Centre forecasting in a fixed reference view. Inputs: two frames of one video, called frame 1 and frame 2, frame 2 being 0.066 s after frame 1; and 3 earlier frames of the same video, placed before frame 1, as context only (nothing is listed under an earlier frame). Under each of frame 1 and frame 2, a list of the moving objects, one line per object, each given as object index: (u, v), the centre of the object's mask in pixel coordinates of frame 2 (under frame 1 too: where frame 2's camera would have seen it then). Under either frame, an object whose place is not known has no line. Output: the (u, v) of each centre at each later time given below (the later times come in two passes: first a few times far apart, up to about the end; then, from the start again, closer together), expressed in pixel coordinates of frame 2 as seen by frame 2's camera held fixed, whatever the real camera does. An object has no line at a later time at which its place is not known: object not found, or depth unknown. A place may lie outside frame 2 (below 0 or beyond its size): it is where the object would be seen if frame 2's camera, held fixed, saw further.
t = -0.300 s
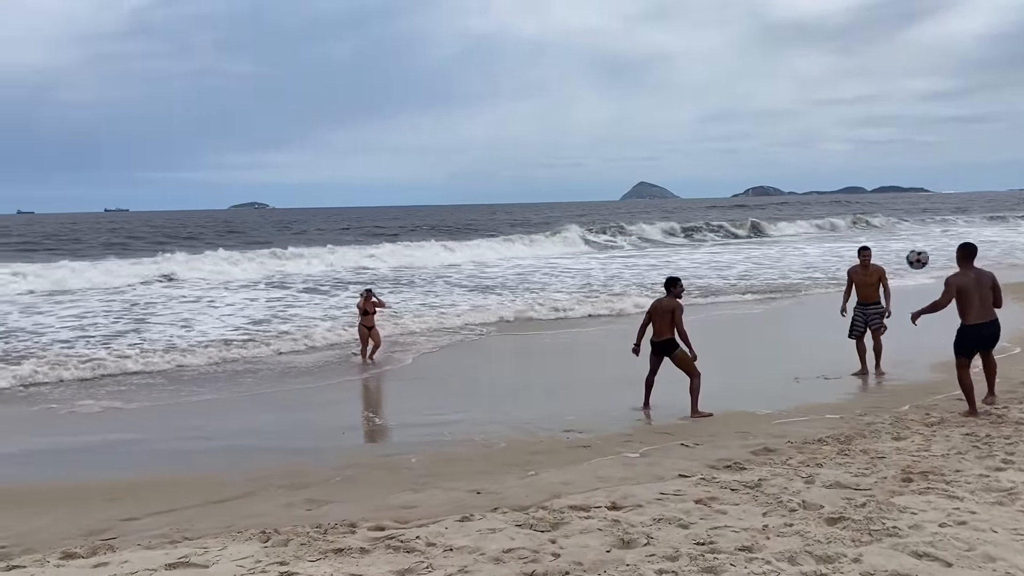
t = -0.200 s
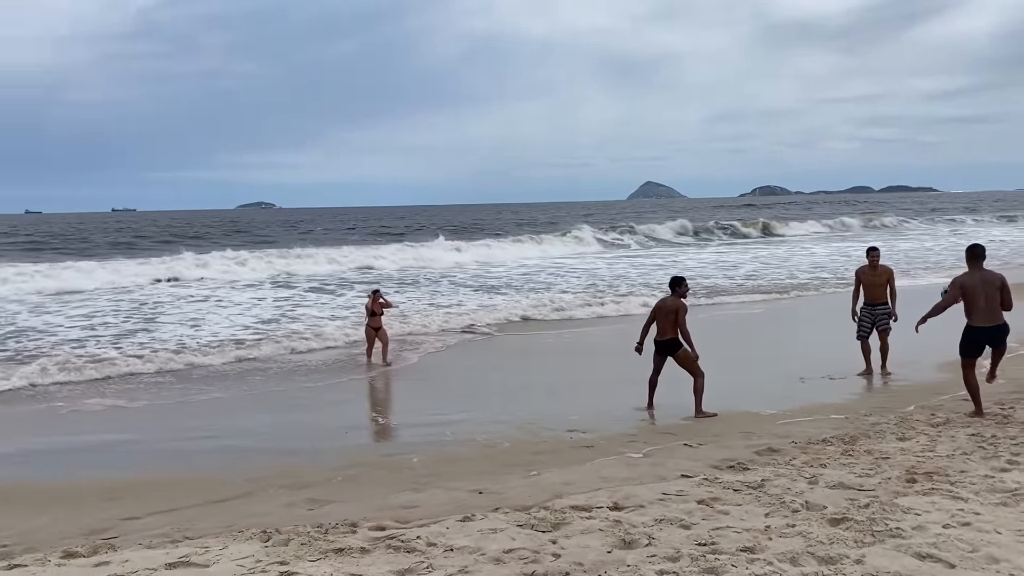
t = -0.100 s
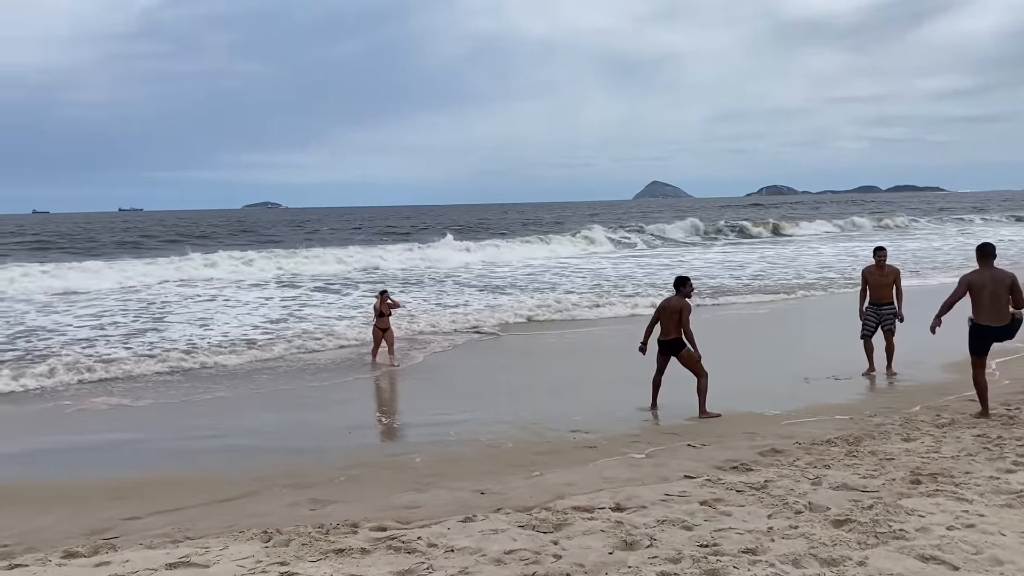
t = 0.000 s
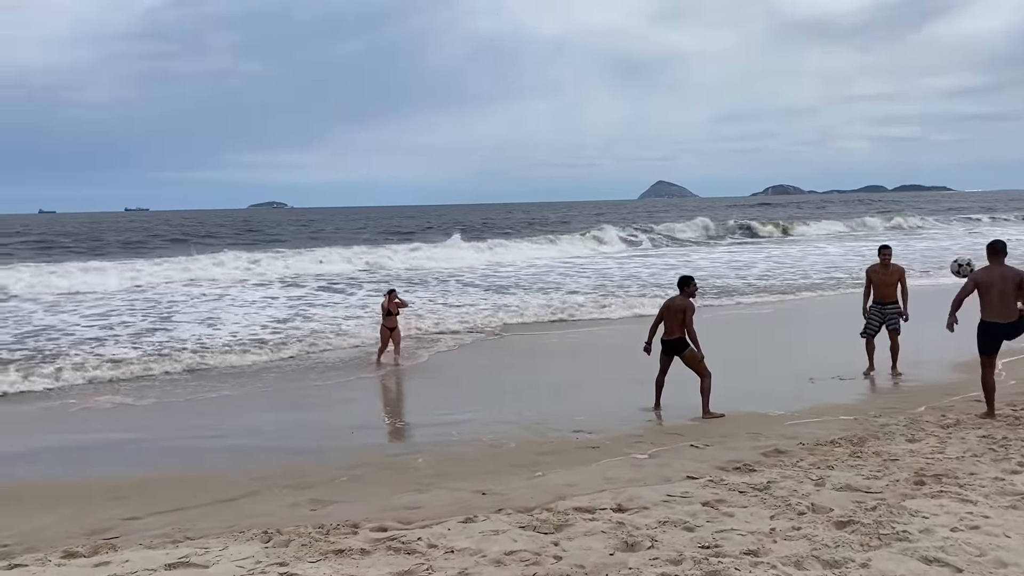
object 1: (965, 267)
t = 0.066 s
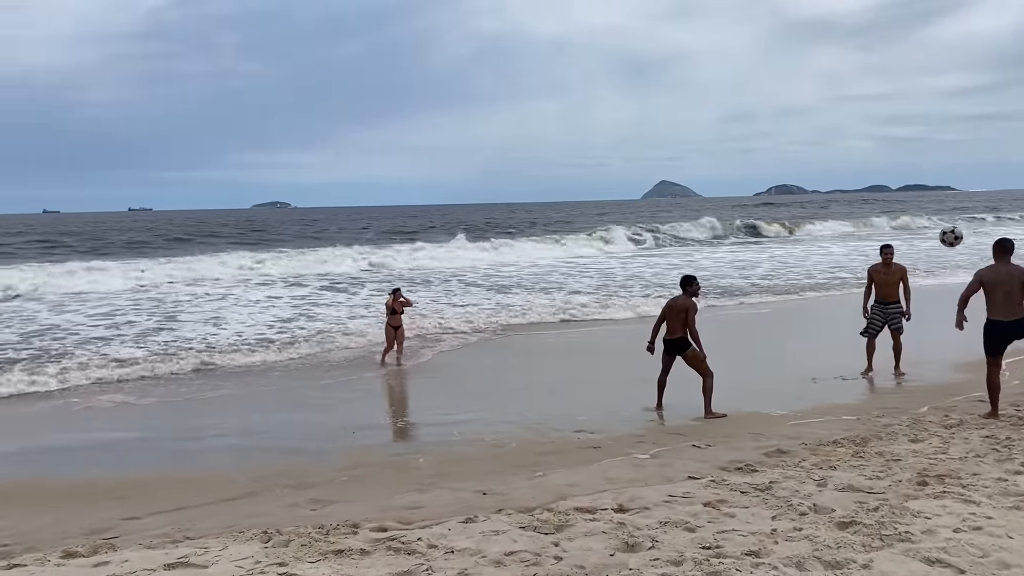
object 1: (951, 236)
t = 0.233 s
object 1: (914, 180)
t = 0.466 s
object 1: (865, 150)
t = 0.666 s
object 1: (824, 164)
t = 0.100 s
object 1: (944, 223)
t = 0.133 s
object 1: (935, 211)
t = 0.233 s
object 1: (914, 180)
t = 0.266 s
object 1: (907, 173)
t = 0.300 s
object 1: (900, 166)
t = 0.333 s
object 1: (892, 161)
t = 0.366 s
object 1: (885, 156)
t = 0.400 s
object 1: (878, 153)
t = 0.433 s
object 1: (872, 151)
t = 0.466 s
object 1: (865, 150)
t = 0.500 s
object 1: (858, 149)
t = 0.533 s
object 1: (851, 150)
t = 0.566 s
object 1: (844, 152)
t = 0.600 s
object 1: (838, 155)
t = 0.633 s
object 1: (831, 159)
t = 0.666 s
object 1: (824, 164)
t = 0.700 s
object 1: (818, 170)
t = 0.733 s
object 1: (812, 176)
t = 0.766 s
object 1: (806, 184)
